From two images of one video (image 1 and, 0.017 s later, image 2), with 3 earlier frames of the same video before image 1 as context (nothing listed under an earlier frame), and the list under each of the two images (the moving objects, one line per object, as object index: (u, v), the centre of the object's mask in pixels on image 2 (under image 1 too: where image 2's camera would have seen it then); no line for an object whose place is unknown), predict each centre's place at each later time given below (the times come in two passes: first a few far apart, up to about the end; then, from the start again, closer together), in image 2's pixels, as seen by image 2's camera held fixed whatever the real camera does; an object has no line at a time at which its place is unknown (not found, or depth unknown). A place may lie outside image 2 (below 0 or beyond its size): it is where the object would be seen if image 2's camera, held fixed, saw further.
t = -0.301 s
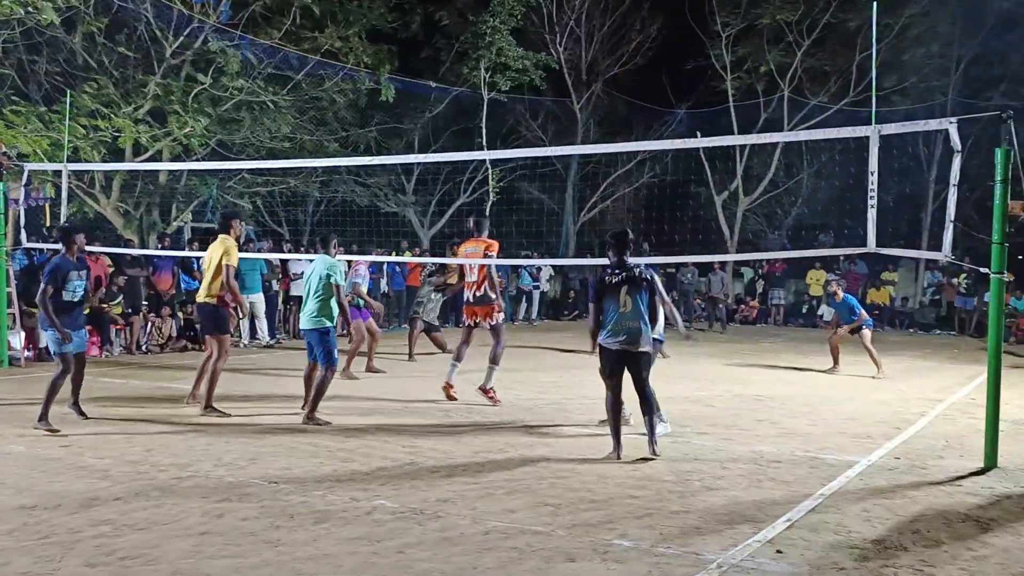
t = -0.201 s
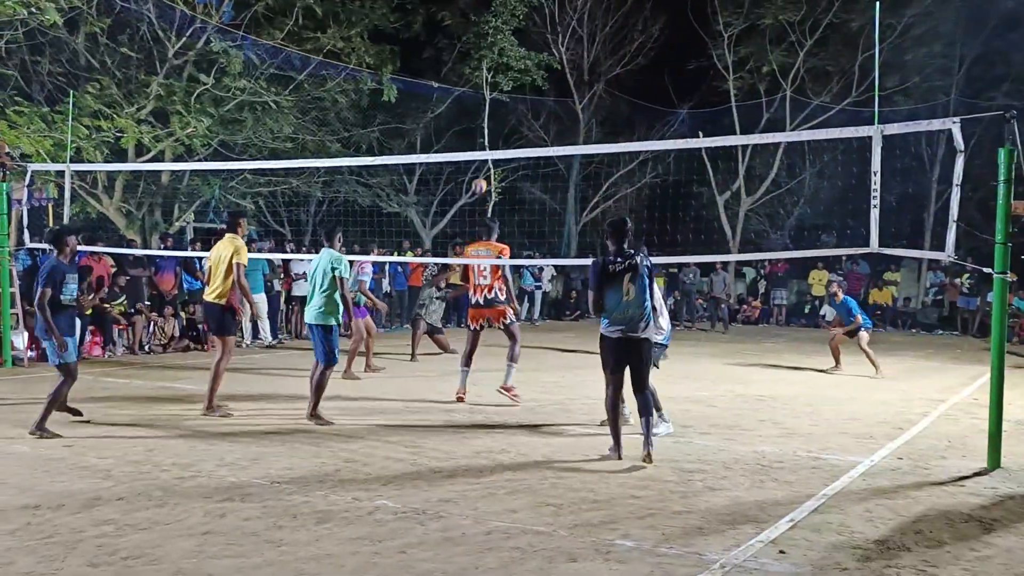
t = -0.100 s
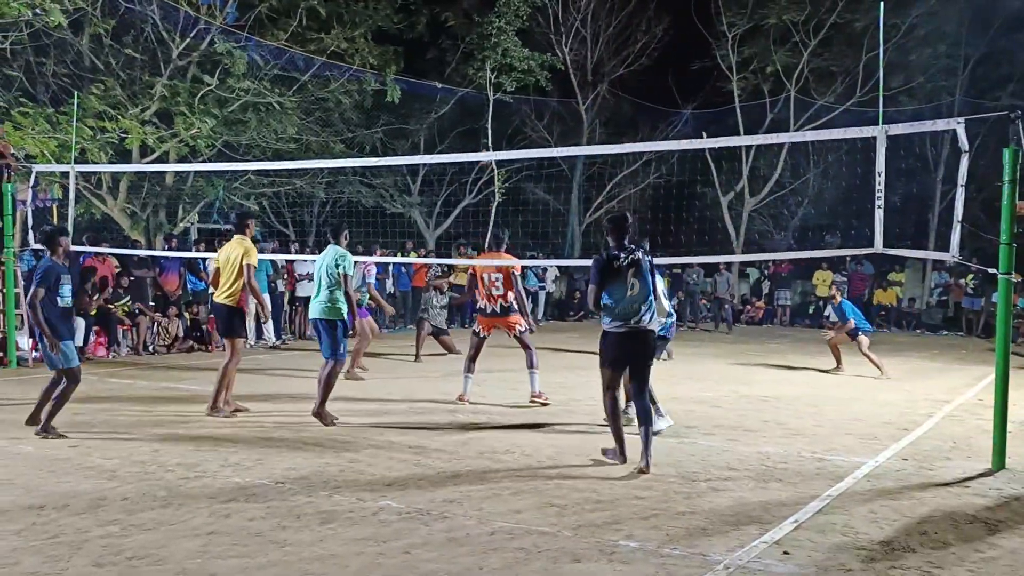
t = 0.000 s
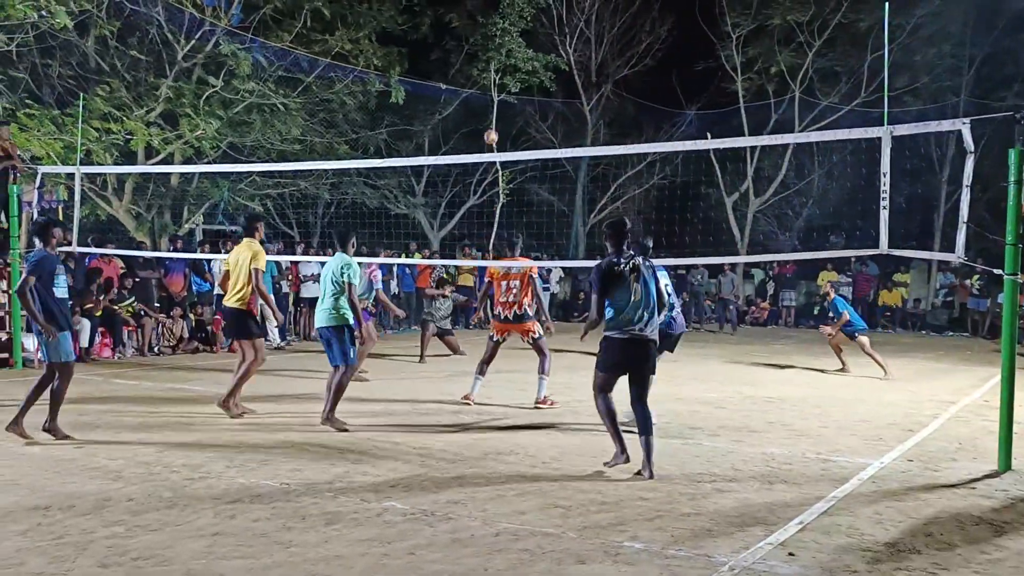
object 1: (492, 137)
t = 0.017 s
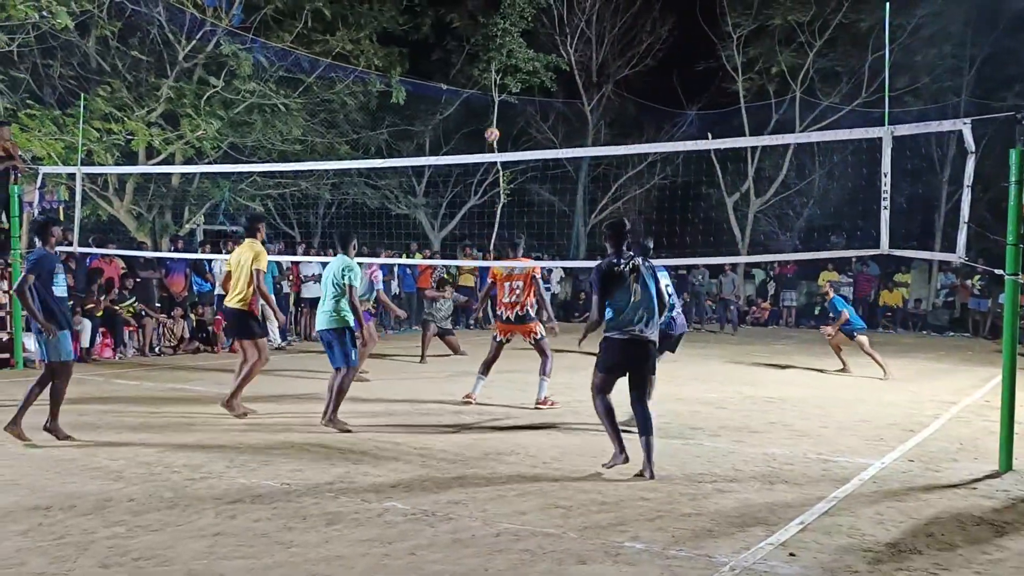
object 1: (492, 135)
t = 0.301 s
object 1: (496, 114)
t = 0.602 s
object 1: (501, 145)
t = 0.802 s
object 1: (503, 190)
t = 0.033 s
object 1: (492, 132)
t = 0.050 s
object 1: (493, 129)
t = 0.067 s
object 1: (493, 127)
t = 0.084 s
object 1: (493, 125)
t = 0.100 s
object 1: (493, 123)
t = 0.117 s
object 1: (493, 121)
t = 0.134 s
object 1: (494, 120)
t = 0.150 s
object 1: (494, 118)
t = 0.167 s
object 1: (494, 117)
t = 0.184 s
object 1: (495, 116)
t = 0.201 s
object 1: (495, 115)
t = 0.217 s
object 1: (495, 115)
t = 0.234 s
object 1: (495, 114)
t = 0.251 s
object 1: (495, 114)
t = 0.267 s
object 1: (496, 114)
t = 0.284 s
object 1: (496, 114)
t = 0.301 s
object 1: (496, 114)
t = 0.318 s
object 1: (497, 114)
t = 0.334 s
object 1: (497, 115)
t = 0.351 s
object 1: (497, 115)
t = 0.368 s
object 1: (497, 116)
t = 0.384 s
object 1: (498, 118)
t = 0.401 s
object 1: (498, 118)
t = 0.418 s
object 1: (498, 120)
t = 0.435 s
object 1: (499, 121)
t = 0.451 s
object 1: (498, 123)
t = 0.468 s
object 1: (499, 125)
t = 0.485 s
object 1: (499, 127)
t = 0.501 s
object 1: (500, 129)
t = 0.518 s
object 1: (500, 131)
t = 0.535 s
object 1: (500, 133)
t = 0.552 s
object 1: (499, 136)
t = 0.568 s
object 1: (500, 138)
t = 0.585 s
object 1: (500, 141)
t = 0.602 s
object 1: (501, 145)
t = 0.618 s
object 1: (501, 147)
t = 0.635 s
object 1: (501, 149)
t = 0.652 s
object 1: (500, 150)
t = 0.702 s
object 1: (501, 166)
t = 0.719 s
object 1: (501, 168)
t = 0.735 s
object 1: (502, 173)
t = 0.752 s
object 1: (504, 176)
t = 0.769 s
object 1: (502, 180)
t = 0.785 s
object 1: (503, 184)
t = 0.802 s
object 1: (503, 190)
